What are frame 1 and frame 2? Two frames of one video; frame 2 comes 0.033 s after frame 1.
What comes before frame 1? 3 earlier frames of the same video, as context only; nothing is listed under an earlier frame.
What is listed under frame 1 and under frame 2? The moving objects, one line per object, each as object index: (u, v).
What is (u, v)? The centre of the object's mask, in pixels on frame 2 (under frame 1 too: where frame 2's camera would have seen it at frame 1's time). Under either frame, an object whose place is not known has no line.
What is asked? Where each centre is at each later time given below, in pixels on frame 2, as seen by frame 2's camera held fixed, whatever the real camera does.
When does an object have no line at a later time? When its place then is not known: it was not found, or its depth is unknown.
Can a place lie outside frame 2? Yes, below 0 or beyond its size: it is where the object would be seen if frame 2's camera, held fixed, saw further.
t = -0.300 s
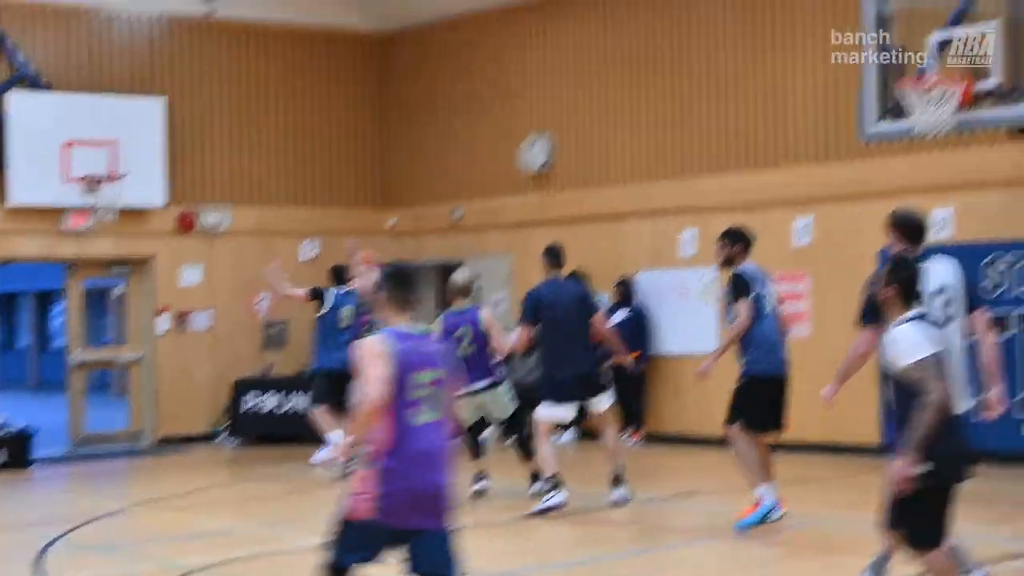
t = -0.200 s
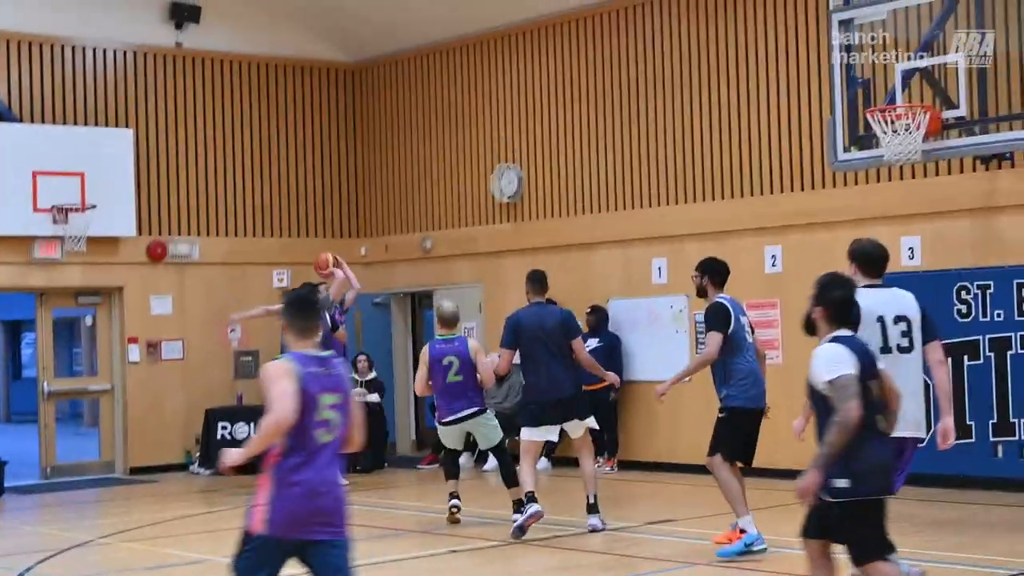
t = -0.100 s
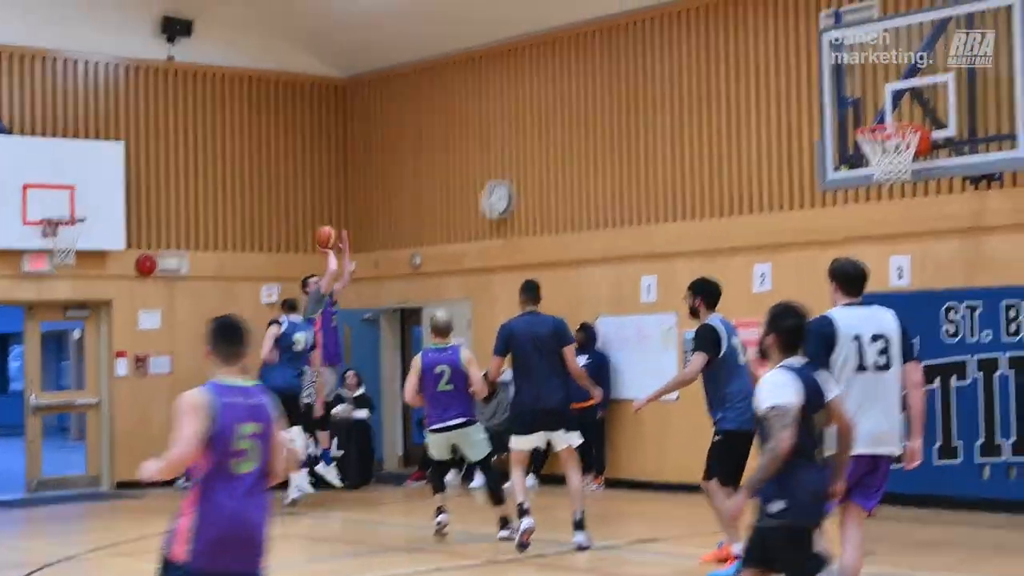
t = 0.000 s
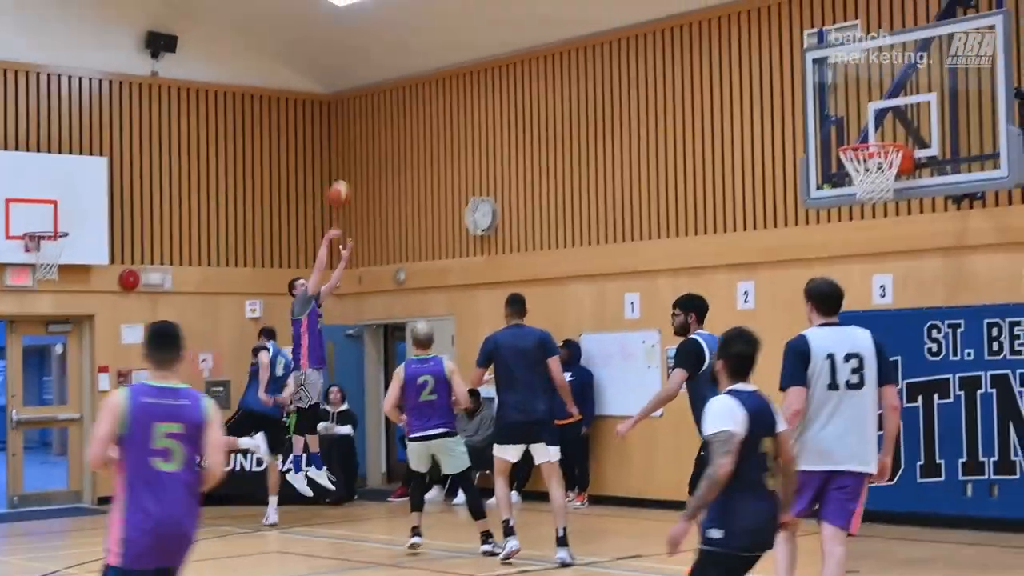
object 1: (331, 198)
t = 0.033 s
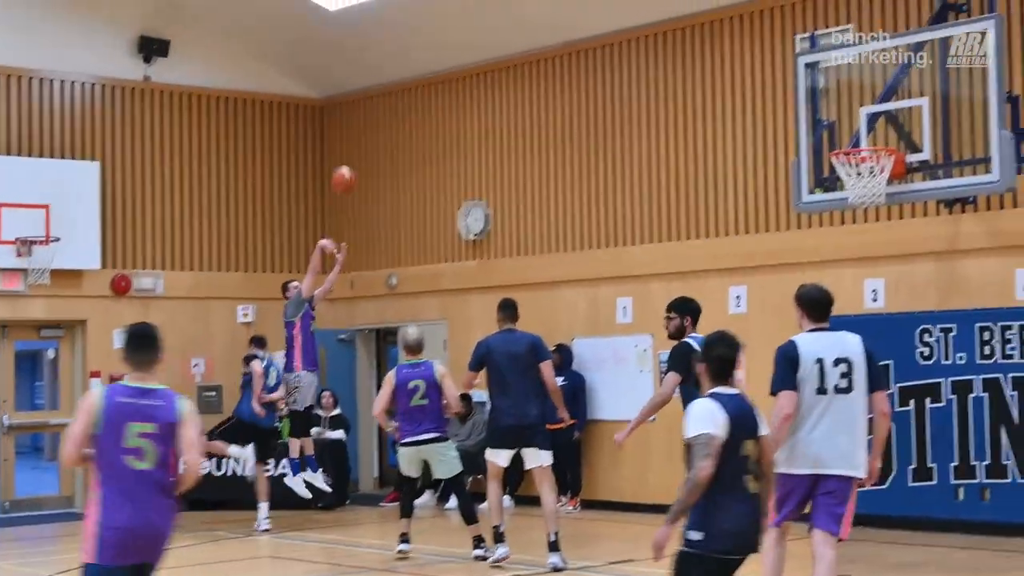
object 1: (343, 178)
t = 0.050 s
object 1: (348, 169)
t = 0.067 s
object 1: (354, 161)
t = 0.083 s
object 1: (360, 152)
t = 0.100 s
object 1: (366, 144)
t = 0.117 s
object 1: (372, 134)
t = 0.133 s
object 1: (378, 126)
